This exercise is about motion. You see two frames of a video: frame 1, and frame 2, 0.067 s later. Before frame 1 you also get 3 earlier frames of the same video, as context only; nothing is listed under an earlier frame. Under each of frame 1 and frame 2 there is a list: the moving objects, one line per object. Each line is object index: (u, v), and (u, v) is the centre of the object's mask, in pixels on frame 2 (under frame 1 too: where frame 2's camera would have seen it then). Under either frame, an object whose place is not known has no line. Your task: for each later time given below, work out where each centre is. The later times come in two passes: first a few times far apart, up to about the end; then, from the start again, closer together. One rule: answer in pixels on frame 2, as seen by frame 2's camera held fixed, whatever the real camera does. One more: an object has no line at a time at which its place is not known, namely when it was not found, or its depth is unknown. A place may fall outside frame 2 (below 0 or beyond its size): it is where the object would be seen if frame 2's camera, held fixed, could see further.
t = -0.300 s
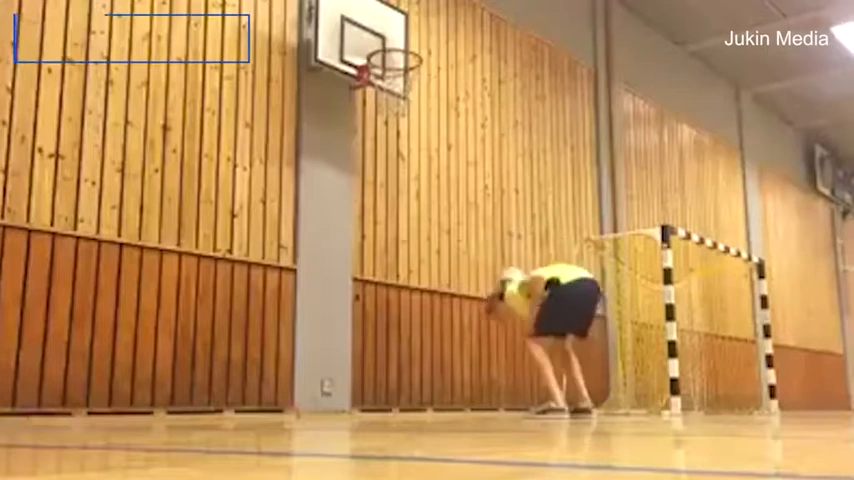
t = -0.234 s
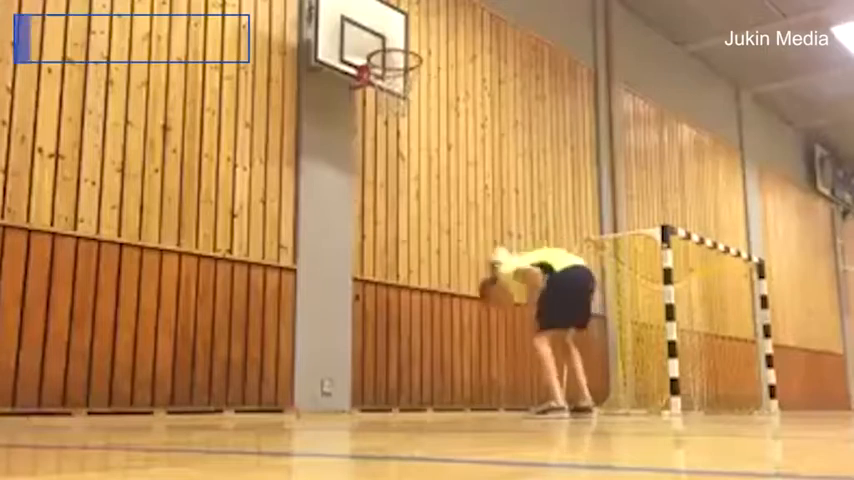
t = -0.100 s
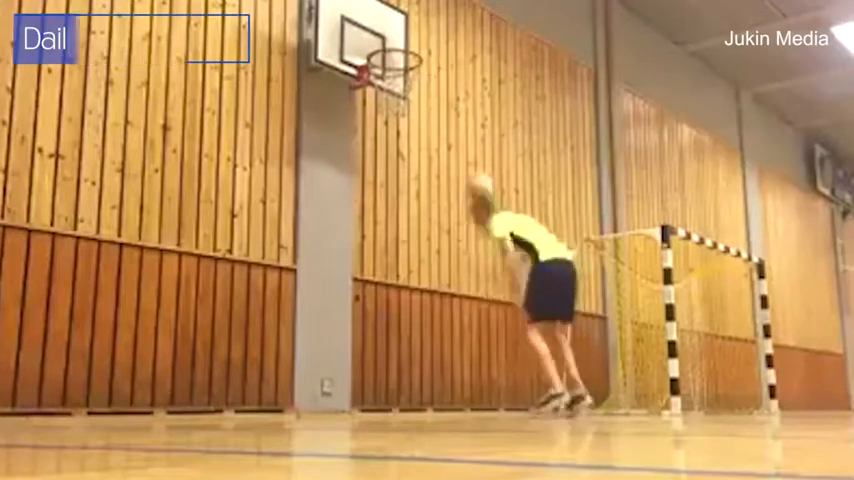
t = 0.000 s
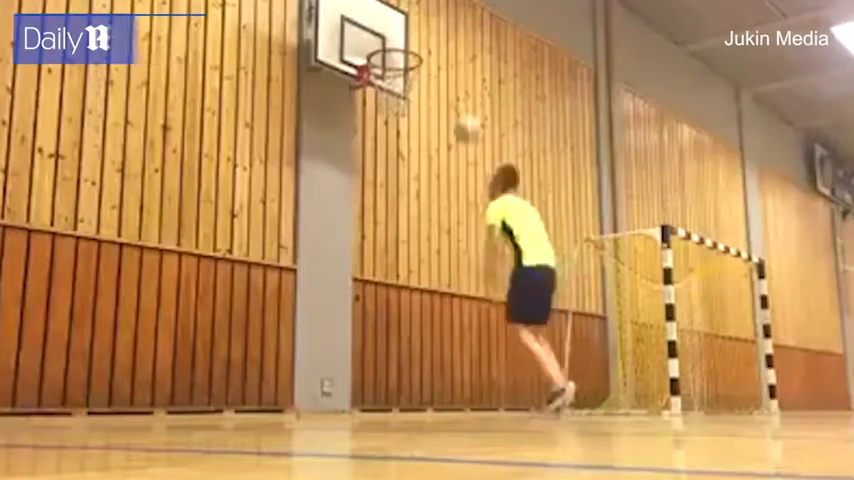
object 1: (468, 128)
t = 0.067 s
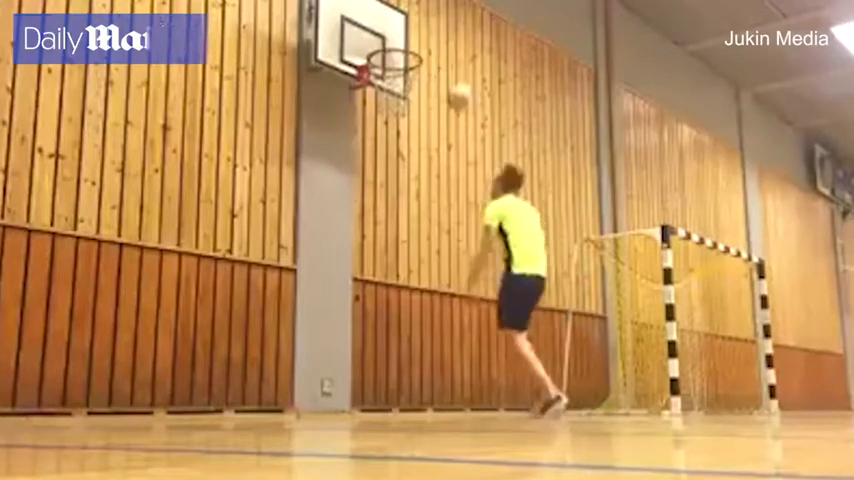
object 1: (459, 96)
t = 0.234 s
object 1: (442, 45)
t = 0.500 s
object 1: (419, 26)
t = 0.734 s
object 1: (392, 70)
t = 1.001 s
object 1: (383, 117)
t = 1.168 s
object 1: (390, 163)
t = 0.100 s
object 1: (458, 84)
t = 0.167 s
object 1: (449, 61)
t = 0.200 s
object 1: (447, 53)
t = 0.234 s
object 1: (442, 45)
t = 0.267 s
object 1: (440, 39)
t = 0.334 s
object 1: (432, 30)
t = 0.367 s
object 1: (429, 26)
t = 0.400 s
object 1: (427, 25)
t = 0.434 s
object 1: (423, 24)
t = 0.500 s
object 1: (419, 26)
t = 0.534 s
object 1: (415, 28)
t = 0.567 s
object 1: (410, 34)
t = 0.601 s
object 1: (407, 38)
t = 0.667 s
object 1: (399, 47)
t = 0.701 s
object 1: (396, 61)
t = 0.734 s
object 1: (392, 70)
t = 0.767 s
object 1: (391, 82)
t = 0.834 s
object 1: (382, 95)
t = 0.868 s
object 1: (381, 95)
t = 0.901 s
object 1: (383, 99)
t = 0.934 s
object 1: (378, 102)
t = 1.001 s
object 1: (383, 117)
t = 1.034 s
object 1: (387, 123)
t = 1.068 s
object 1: (388, 131)
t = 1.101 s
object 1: (389, 142)
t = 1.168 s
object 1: (390, 163)
